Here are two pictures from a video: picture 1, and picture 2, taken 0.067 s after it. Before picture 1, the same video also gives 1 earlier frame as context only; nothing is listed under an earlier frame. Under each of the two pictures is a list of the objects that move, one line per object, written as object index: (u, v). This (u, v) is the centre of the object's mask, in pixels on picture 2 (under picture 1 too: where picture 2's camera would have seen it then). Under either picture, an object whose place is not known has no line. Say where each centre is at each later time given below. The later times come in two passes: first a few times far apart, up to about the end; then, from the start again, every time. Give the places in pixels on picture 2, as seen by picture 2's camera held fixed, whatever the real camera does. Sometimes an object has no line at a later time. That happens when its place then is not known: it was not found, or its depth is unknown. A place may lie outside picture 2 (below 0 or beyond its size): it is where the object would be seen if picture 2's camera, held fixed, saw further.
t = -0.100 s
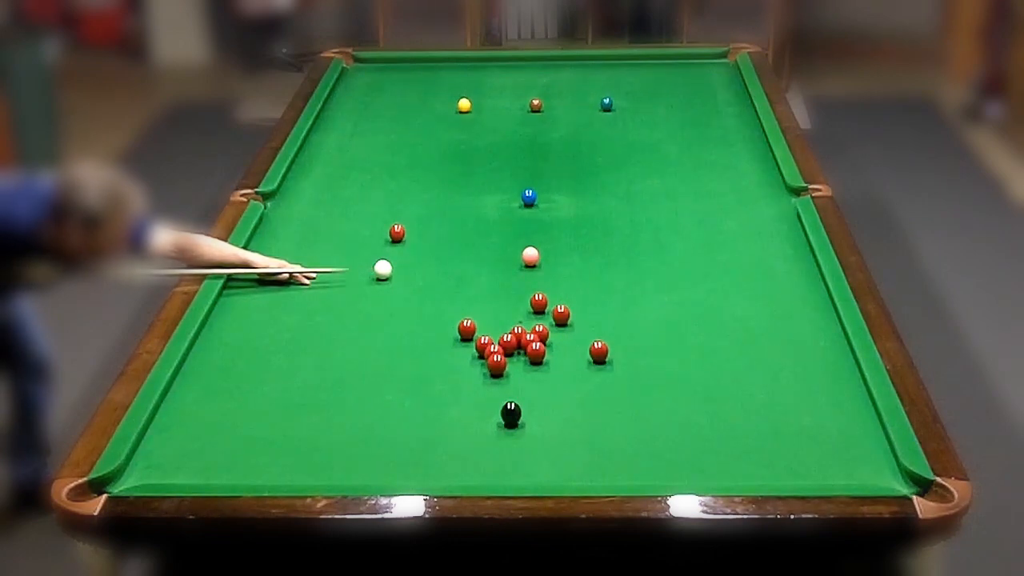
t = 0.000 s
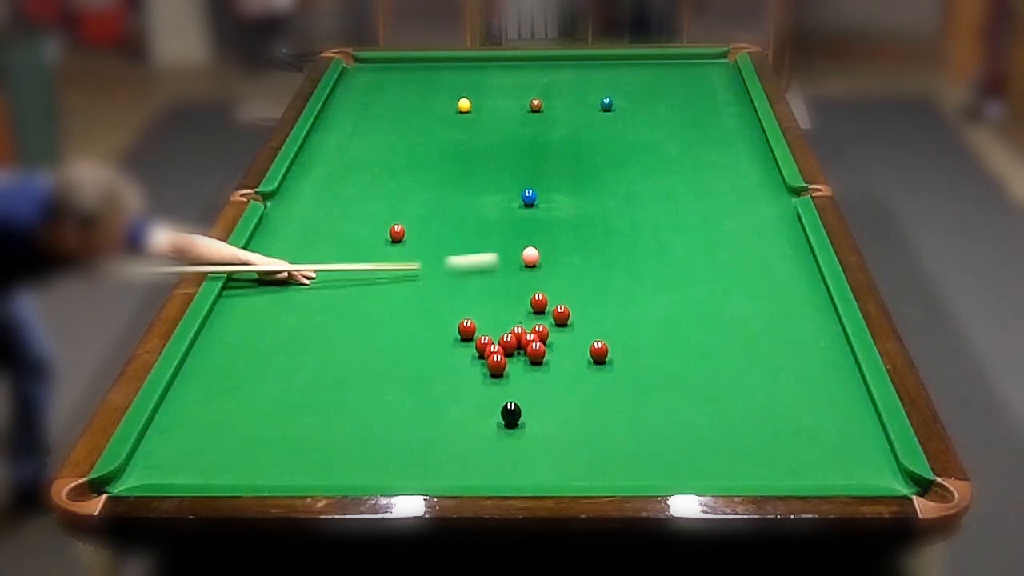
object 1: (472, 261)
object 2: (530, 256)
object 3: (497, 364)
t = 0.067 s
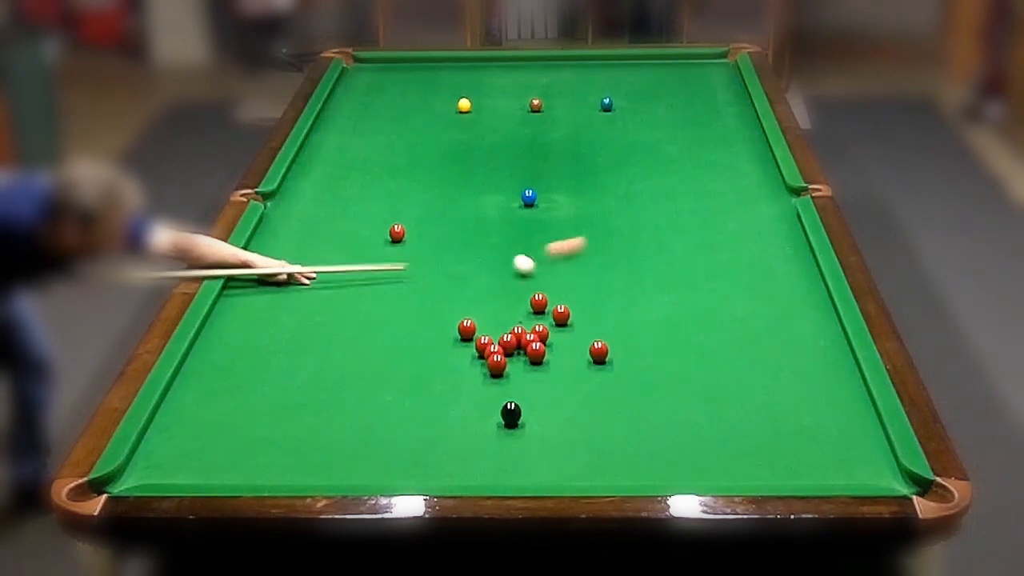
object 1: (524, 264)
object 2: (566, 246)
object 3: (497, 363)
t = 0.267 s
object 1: (583, 292)
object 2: (746, 205)
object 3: (497, 363)
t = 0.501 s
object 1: (662, 323)
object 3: (497, 364)
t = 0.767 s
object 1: (761, 362)
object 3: (497, 363)
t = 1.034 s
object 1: (863, 405)
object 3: (496, 364)
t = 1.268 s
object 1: (827, 456)
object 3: (497, 363)
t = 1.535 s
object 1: (760, 455)
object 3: (496, 364)
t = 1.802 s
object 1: (687, 424)
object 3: (496, 364)
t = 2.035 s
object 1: (629, 400)
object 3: (497, 364)
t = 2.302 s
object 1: (569, 375)
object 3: (496, 364)
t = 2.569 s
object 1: (515, 359)
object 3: (496, 364)
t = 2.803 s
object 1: (514, 351)
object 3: (479, 370)
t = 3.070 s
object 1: (518, 349)
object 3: (462, 375)
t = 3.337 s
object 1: (520, 348)
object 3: (446, 381)
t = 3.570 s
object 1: (520, 348)
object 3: (434, 385)
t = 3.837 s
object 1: (520, 348)
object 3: (422, 389)
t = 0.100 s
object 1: (532, 269)
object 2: (600, 238)
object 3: (497, 364)
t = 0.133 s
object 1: (542, 274)
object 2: (631, 232)
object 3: (497, 363)
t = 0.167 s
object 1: (551, 279)
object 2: (662, 224)
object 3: (497, 363)
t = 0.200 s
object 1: (561, 283)
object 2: (691, 218)
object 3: (497, 363)
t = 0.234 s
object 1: (572, 287)
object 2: (720, 211)
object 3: (497, 363)
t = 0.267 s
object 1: (583, 292)
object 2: (746, 205)
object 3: (497, 363)
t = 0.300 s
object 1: (593, 296)
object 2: (773, 198)
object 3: (497, 363)
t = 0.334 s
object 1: (604, 300)
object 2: (795, 193)
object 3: (497, 363)
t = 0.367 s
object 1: (616, 304)
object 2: (805, 193)
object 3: (497, 363)
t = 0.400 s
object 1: (627, 309)
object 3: (497, 363)
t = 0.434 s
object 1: (638, 314)
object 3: (497, 363)
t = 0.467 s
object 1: (650, 318)
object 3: (497, 364)
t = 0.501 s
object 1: (662, 323)
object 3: (497, 364)
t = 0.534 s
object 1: (674, 327)
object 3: (497, 364)
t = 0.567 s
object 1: (686, 332)
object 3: (497, 363)
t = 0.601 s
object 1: (698, 337)
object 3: (497, 363)
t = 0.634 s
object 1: (710, 341)
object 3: (497, 363)
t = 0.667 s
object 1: (722, 346)
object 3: (497, 363)
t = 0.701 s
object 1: (735, 351)
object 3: (497, 363)
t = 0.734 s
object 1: (748, 356)
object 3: (497, 363)
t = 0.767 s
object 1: (761, 362)
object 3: (497, 363)
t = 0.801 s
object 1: (774, 367)
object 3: (497, 363)
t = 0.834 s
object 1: (787, 372)
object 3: (497, 363)
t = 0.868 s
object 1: (801, 377)
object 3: (497, 363)
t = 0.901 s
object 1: (815, 383)
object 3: (496, 363)
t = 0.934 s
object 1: (829, 389)
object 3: (497, 363)
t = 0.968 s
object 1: (843, 393)
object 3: (496, 364)
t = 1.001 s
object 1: (857, 399)
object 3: (497, 363)
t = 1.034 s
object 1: (863, 405)
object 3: (496, 364)
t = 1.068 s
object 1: (856, 412)
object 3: (496, 364)
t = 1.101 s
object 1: (850, 419)
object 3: (497, 363)
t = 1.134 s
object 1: (845, 426)
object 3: (496, 364)
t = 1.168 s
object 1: (840, 434)
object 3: (497, 363)
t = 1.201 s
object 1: (836, 441)
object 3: (497, 363)
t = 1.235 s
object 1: (831, 449)
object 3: (496, 363)
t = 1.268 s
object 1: (827, 456)
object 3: (497, 363)
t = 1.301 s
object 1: (822, 463)
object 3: (496, 364)
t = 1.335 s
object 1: (817, 469)
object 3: (497, 363)
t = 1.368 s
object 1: (812, 475)
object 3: (497, 363)
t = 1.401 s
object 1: (802, 473)
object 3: (496, 364)
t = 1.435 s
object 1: (791, 468)
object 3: (497, 363)
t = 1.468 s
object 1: (781, 464)
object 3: (496, 364)
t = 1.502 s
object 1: (770, 459)
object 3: (497, 363)
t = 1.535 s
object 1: (760, 455)
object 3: (496, 364)
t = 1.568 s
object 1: (751, 451)
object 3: (496, 364)
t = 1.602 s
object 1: (741, 448)
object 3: (496, 364)
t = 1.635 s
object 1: (732, 443)
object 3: (497, 364)
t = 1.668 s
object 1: (723, 439)
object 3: (497, 364)
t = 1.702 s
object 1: (713, 436)
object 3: (497, 364)
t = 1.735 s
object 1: (705, 432)
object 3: (496, 364)
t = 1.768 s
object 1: (695, 428)
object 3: (496, 364)
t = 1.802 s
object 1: (687, 424)
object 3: (496, 364)
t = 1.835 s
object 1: (678, 421)
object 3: (496, 364)
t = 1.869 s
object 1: (669, 417)
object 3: (496, 364)
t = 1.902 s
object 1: (661, 414)
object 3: (497, 364)
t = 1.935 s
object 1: (653, 410)
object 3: (497, 364)
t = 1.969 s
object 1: (645, 407)
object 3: (497, 364)
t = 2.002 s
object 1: (637, 403)
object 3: (497, 364)
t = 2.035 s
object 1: (629, 400)
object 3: (497, 364)
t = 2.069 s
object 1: (621, 397)
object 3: (497, 364)
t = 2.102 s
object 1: (614, 394)
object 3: (497, 364)
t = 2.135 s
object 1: (606, 390)
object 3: (497, 364)
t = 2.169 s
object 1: (599, 387)
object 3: (496, 364)
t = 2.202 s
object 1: (591, 384)
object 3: (496, 364)
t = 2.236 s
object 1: (584, 381)
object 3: (496, 364)
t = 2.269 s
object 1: (576, 378)
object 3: (497, 364)
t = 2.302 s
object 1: (569, 375)
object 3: (496, 364)
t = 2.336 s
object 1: (562, 372)
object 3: (496, 364)
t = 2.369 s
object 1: (556, 369)
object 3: (496, 364)
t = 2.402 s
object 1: (549, 367)
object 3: (496, 364)
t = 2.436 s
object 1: (542, 364)
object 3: (496, 364)
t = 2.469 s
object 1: (535, 361)
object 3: (496, 364)
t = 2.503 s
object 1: (529, 360)
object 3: (496, 364)
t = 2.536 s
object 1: (522, 359)
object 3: (496, 364)
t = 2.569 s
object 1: (515, 359)
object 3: (496, 364)
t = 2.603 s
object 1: (513, 357)
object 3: (494, 364)
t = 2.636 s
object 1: (513, 356)
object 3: (492, 365)
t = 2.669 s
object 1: (513, 354)
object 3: (489, 366)
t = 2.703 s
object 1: (513, 353)
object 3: (486, 367)
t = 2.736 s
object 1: (513, 352)
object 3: (484, 368)
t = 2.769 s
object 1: (513, 351)
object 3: (482, 368)
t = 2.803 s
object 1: (514, 351)
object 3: (479, 370)
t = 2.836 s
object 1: (514, 351)
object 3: (477, 370)
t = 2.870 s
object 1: (515, 350)
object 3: (475, 371)
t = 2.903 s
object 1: (515, 350)
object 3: (473, 372)
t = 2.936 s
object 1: (516, 350)
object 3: (470, 373)
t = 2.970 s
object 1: (517, 349)
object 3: (468, 373)
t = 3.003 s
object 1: (517, 349)
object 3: (466, 374)
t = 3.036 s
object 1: (517, 349)
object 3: (464, 375)
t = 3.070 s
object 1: (518, 349)
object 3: (462, 375)
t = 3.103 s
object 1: (518, 348)
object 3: (460, 376)
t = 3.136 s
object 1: (519, 348)
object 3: (458, 377)
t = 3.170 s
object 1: (519, 348)
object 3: (456, 377)
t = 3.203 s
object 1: (519, 348)
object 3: (454, 378)
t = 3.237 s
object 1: (519, 348)
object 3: (452, 379)
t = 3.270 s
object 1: (520, 348)
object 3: (450, 380)
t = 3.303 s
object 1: (520, 348)
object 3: (448, 380)
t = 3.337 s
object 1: (520, 348)
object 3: (446, 381)
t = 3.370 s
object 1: (520, 348)
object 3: (444, 382)
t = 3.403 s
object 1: (520, 348)
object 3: (443, 382)
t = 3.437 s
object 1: (520, 348)
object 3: (441, 383)
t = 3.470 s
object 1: (520, 348)
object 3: (439, 384)
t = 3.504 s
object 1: (520, 348)
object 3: (437, 384)
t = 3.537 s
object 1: (520, 348)
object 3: (436, 384)
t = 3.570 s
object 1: (520, 348)
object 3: (434, 385)
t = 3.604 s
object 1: (520, 348)
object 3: (433, 386)
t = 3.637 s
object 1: (520, 348)
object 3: (431, 386)
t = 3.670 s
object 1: (520, 348)
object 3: (430, 386)
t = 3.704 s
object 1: (520, 348)
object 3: (428, 387)
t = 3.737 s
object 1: (520, 348)
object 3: (426, 387)
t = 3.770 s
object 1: (520, 348)
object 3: (425, 388)
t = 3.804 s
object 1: (520, 348)
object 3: (423, 388)
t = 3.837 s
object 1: (520, 348)
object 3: (422, 389)
